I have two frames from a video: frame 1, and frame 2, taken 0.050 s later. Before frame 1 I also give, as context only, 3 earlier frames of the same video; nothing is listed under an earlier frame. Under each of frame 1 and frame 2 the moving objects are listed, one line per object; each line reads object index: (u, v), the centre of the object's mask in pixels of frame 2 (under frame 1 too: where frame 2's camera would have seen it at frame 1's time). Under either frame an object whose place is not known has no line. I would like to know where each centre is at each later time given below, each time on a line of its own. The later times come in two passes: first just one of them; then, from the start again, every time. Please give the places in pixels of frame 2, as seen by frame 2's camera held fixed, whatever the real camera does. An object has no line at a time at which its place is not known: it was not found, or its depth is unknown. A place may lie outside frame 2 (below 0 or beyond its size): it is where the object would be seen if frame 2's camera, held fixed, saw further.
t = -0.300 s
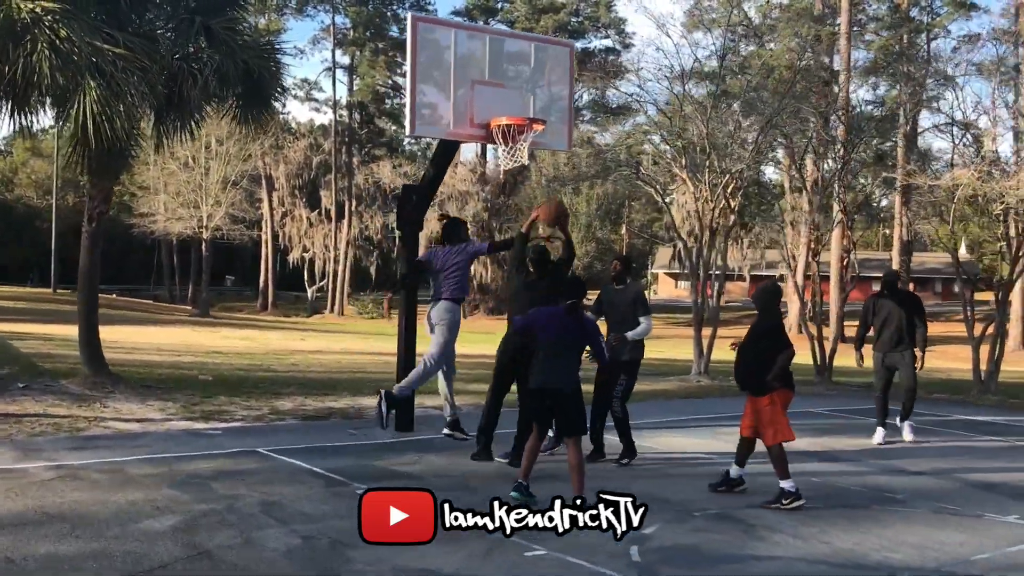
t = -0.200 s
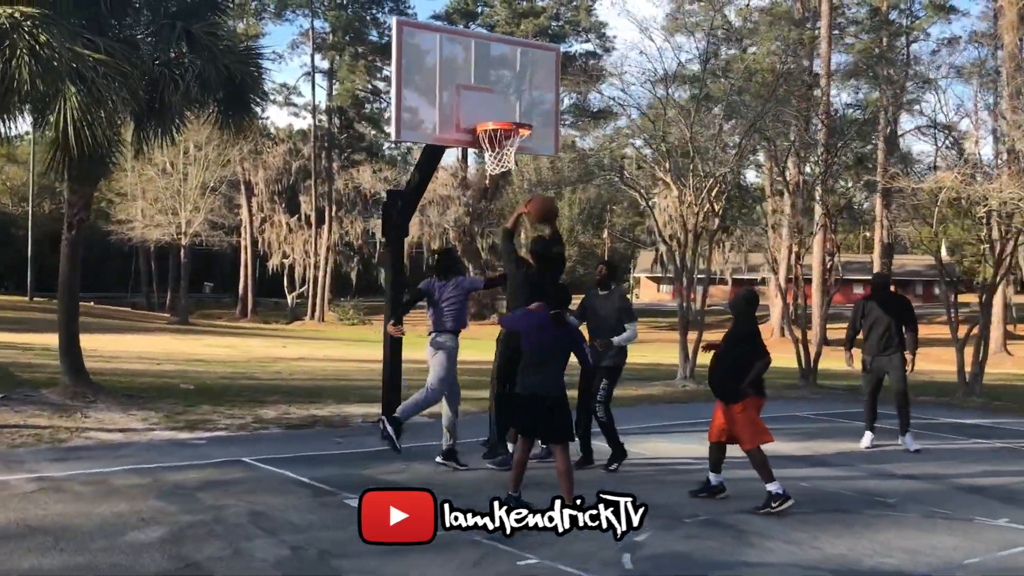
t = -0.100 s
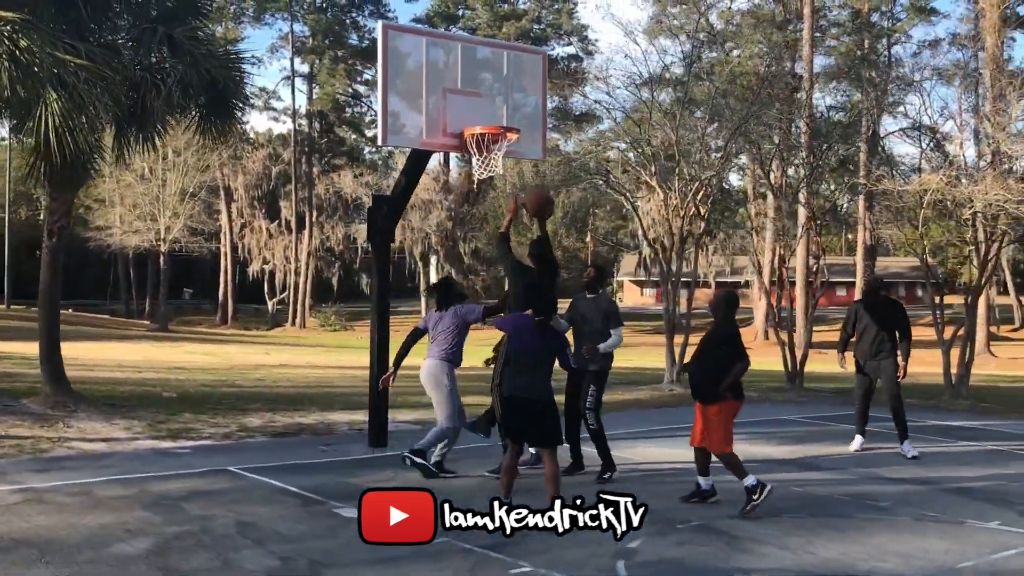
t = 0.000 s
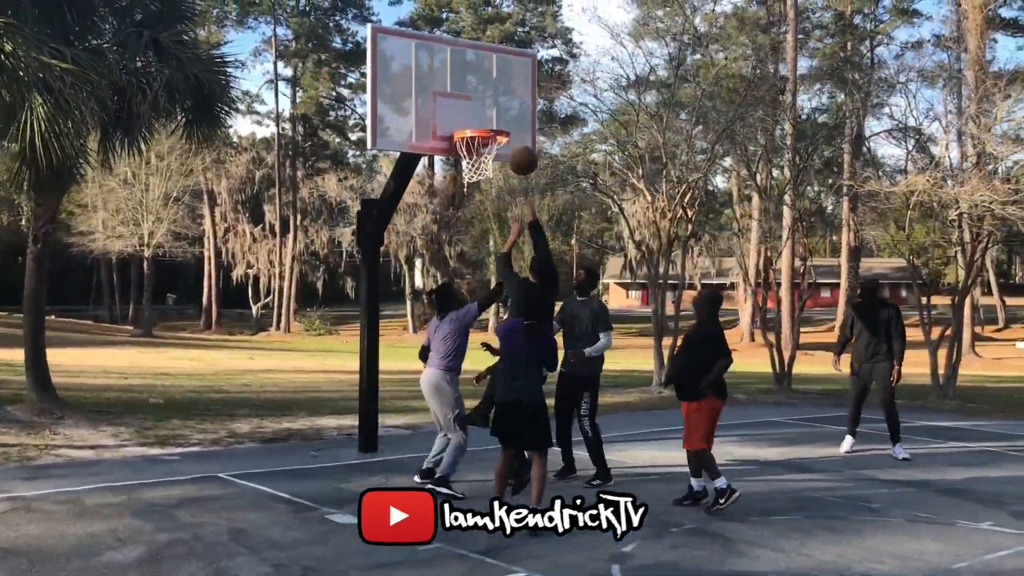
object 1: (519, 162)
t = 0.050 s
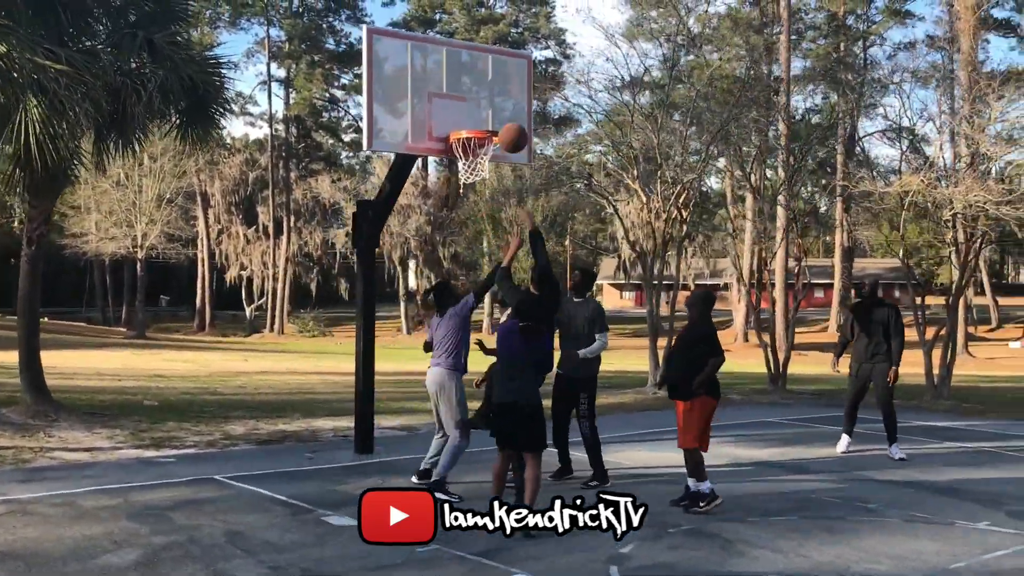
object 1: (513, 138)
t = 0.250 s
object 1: (491, 78)
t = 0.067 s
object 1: (511, 131)
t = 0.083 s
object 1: (509, 124)
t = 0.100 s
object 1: (507, 118)
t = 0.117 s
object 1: (505, 112)
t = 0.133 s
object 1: (503, 107)
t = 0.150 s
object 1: (502, 101)
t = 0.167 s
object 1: (500, 97)
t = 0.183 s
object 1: (498, 92)
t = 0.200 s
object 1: (496, 88)
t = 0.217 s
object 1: (494, 84)
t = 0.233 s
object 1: (493, 81)
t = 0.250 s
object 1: (491, 78)
